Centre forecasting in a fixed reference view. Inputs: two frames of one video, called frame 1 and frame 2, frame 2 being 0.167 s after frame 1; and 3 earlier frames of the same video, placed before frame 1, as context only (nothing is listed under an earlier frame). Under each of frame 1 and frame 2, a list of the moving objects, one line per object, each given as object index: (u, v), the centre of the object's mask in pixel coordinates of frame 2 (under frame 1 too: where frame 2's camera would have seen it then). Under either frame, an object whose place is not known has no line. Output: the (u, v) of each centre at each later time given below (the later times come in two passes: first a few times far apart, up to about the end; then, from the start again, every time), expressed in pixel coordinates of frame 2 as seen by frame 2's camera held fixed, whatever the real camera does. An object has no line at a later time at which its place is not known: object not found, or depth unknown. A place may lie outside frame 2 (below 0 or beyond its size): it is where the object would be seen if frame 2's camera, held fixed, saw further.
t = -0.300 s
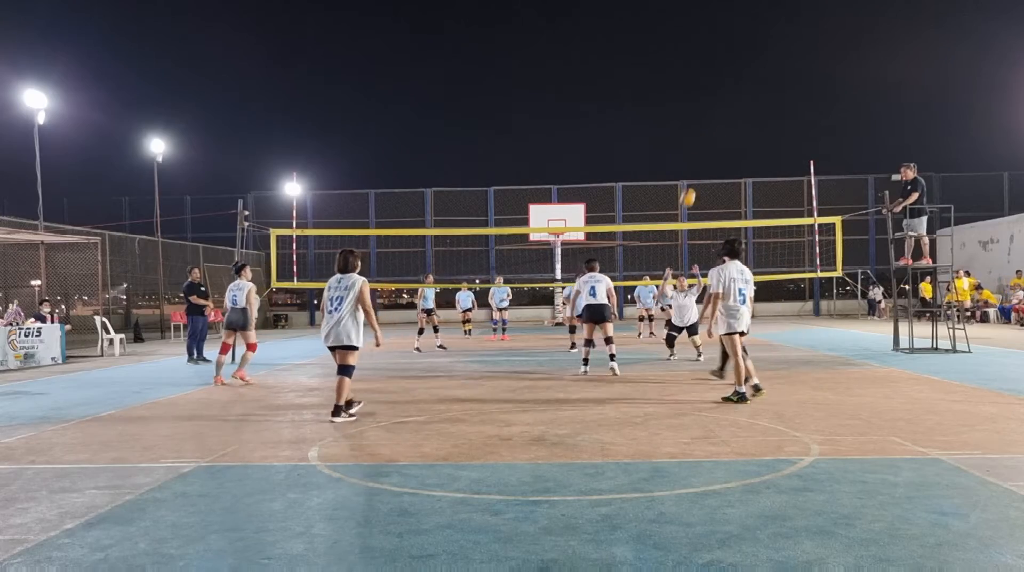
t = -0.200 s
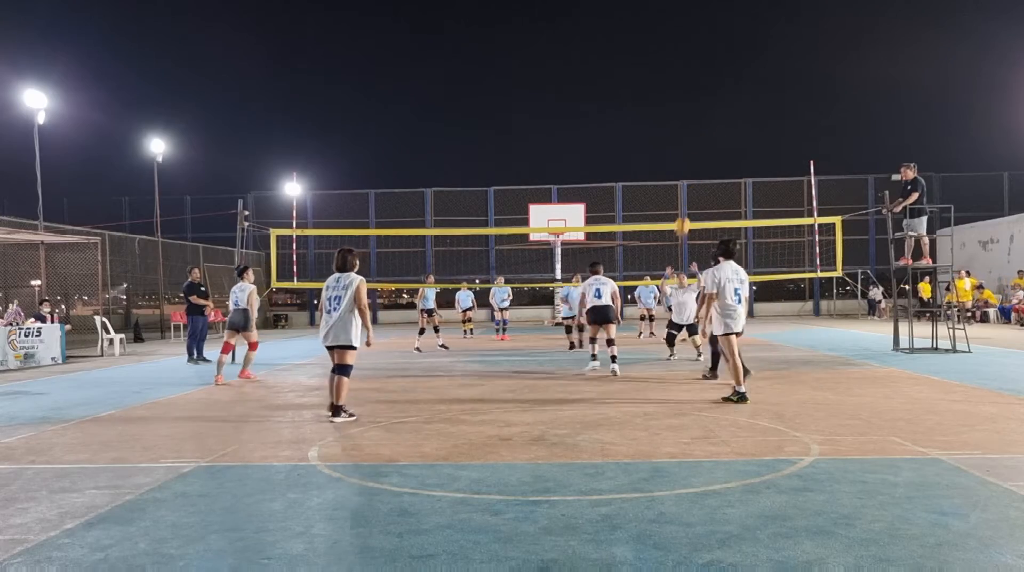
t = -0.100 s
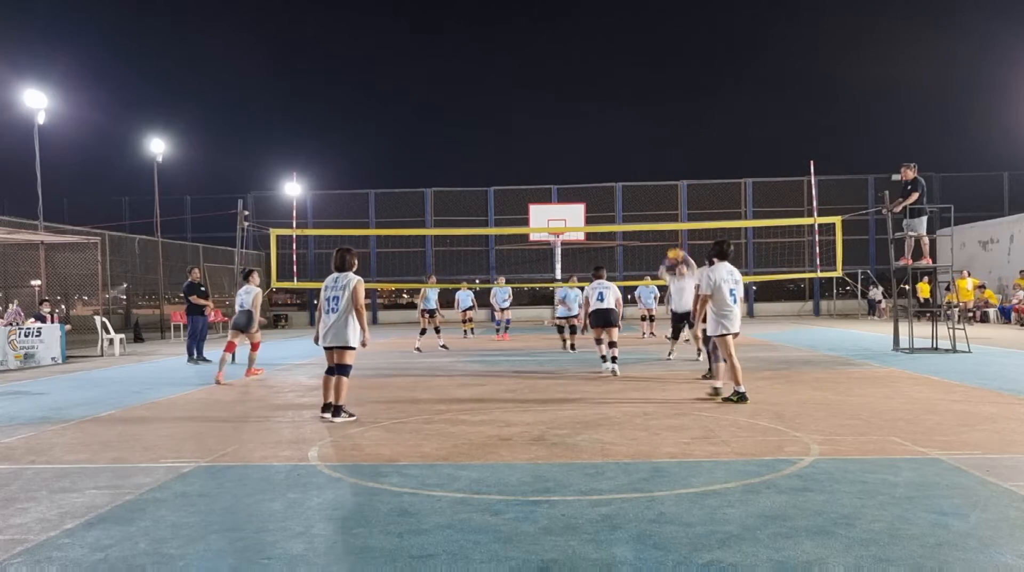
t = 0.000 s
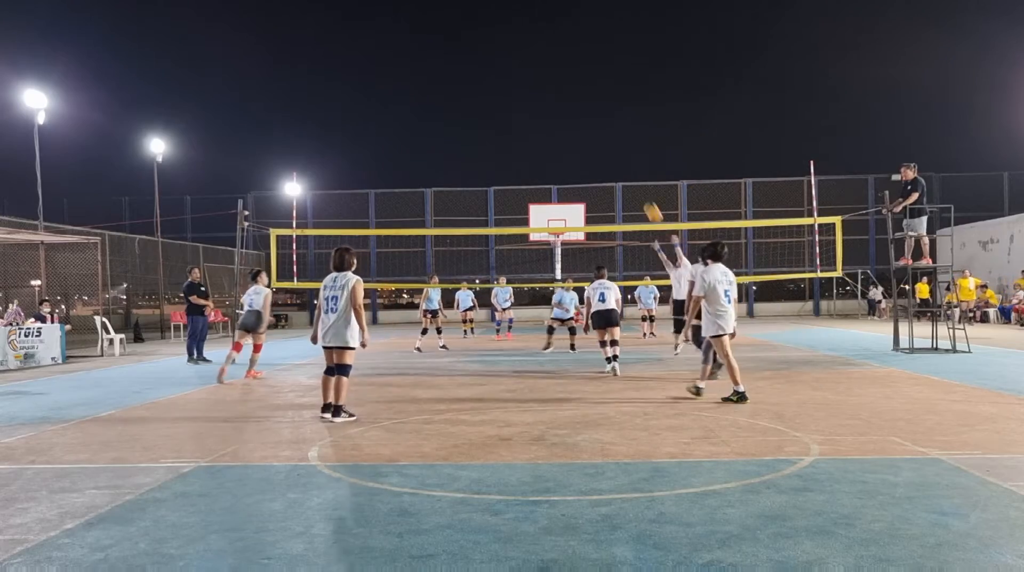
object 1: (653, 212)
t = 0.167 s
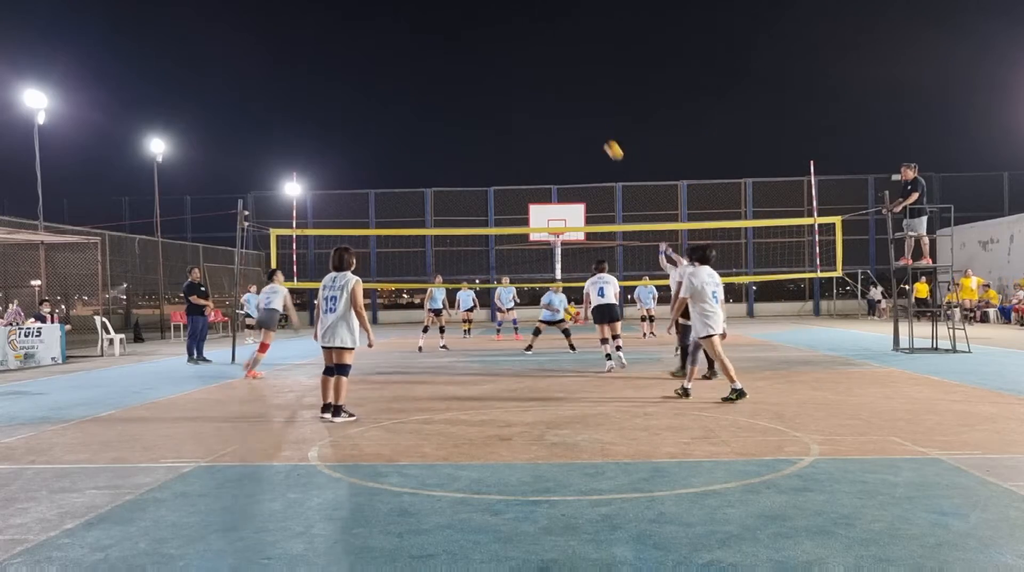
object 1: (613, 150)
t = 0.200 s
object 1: (605, 140)
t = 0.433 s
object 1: (552, 89)
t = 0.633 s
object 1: (508, 73)
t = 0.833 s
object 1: (466, 80)
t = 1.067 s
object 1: (419, 118)
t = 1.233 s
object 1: (388, 161)
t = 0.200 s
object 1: (605, 140)
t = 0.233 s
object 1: (598, 131)
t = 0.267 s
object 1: (590, 122)
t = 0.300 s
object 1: (582, 114)
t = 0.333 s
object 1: (574, 107)
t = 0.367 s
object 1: (567, 100)
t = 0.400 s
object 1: (559, 95)
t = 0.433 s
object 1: (552, 89)
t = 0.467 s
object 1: (544, 85)
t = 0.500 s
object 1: (537, 81)
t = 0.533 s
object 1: (530, 78)
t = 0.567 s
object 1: (522, 76)
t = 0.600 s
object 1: (515, 74)
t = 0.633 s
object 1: (508, 73)
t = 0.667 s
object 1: (501, 73)
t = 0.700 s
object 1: (494, 73)
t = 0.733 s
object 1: (487, 74)
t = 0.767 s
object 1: (480, 76)
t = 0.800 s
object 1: (473, 78)
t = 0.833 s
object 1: (466, 80)
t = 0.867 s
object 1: (459, 84)
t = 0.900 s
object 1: (452, 88)
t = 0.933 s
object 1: (446, 93)
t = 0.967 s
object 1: (439, 98)
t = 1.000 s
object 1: (432, 104)
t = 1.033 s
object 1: (426, 111)
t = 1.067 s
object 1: (419, 118)
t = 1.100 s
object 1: (413, 126)
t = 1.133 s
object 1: (406, 133)
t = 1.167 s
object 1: (400, 142)
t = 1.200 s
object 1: (394, 152)
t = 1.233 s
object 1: (388, 161)
